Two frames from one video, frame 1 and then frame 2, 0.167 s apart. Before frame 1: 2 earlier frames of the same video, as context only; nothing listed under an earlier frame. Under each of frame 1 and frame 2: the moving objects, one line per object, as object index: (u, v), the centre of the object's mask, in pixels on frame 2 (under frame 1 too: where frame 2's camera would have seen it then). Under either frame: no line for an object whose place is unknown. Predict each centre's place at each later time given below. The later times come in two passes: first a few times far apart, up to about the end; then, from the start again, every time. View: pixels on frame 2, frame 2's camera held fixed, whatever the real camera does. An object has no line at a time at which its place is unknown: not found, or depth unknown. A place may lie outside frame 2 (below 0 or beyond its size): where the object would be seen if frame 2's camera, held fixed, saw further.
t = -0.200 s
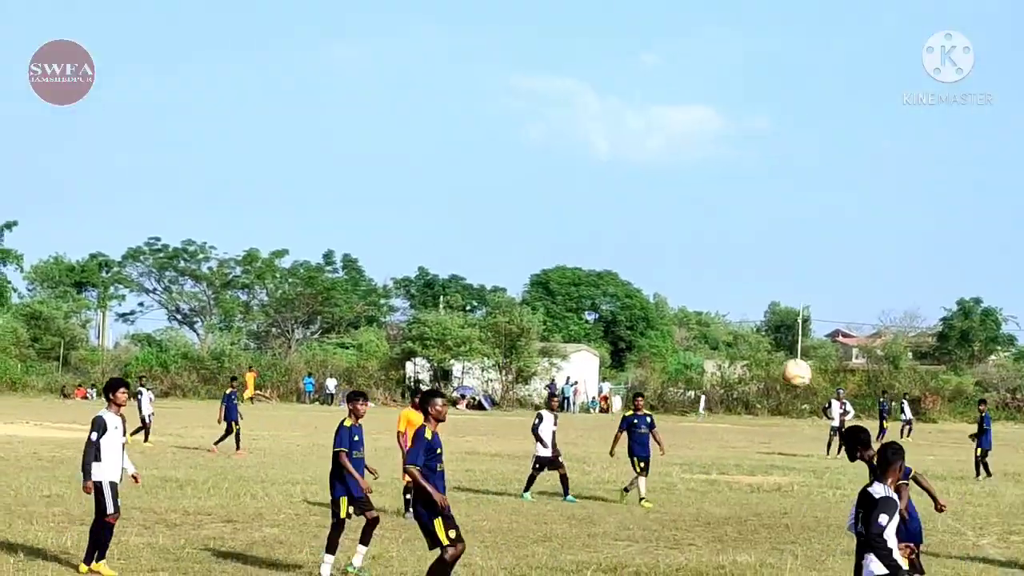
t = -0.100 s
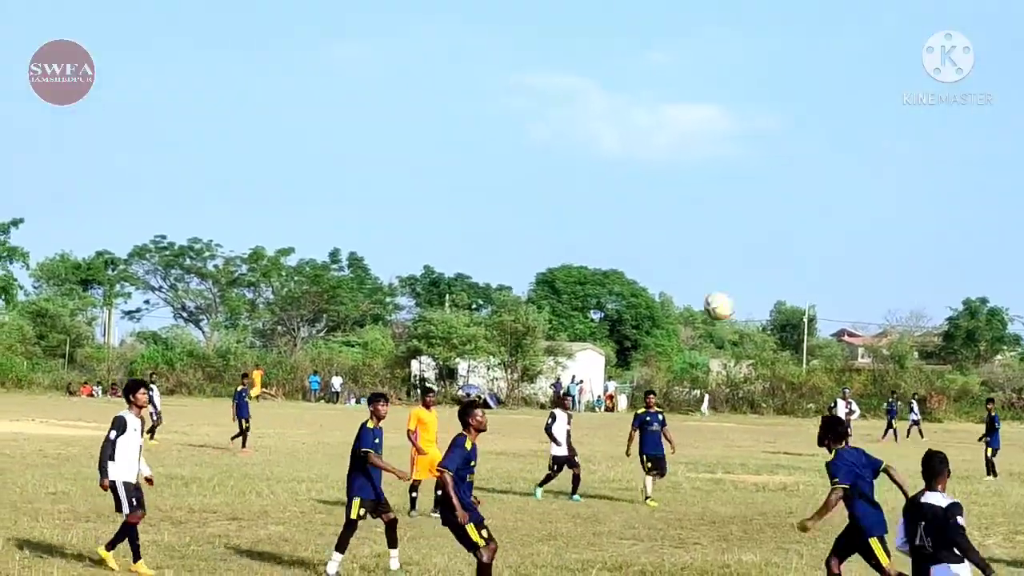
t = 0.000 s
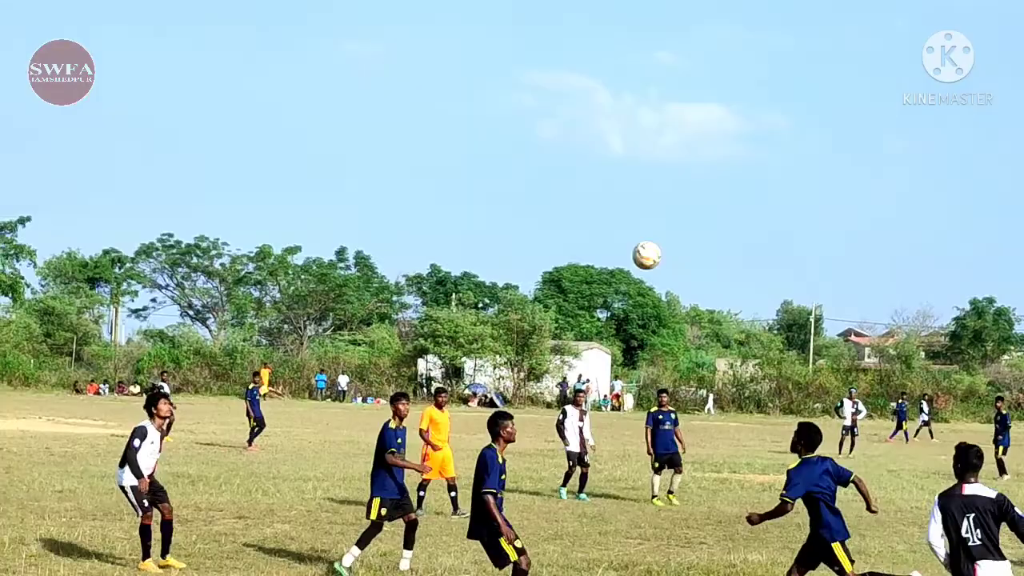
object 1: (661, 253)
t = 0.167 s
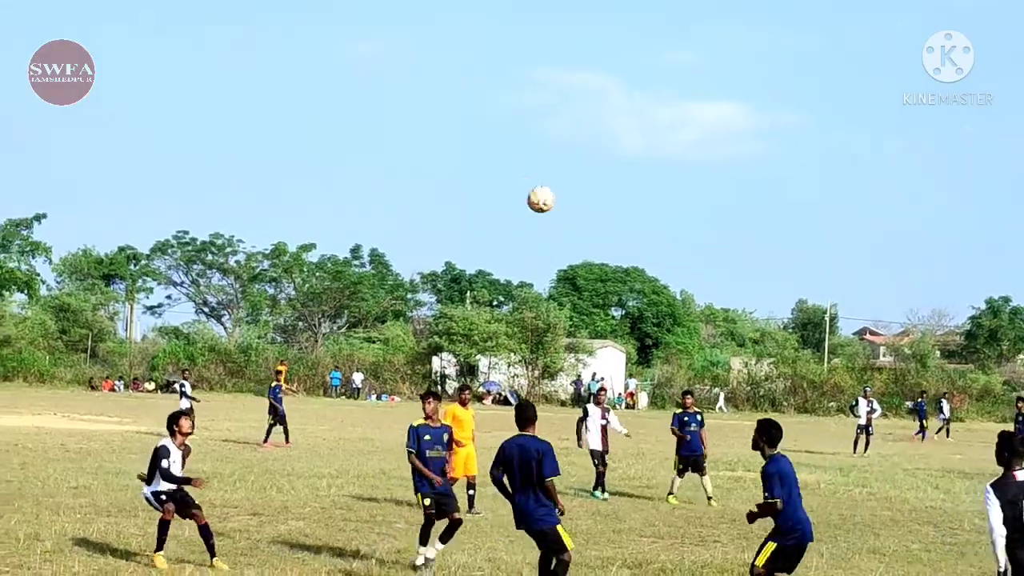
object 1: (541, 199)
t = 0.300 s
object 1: (451, 182)
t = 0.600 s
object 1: (269, 213)
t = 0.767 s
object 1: (171, 266)
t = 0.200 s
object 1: (518, 192)
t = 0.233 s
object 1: (496, 188)
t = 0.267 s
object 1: (473, 184)
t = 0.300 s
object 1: (451, 182)
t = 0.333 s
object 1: (430, 181)
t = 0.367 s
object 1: (409, 181)
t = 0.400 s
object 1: (388, 183)
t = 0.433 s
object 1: (367, 185)
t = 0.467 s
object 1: (347, 188)
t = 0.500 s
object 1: (327, 193)
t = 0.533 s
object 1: (308, 199)
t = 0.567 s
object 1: (288, 205)
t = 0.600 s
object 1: (269, 213)
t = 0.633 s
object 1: (249, 222)
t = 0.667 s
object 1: (230, 232)
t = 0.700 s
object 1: (210, 241)
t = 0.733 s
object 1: (190, 253)
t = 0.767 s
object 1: (171, 266)
